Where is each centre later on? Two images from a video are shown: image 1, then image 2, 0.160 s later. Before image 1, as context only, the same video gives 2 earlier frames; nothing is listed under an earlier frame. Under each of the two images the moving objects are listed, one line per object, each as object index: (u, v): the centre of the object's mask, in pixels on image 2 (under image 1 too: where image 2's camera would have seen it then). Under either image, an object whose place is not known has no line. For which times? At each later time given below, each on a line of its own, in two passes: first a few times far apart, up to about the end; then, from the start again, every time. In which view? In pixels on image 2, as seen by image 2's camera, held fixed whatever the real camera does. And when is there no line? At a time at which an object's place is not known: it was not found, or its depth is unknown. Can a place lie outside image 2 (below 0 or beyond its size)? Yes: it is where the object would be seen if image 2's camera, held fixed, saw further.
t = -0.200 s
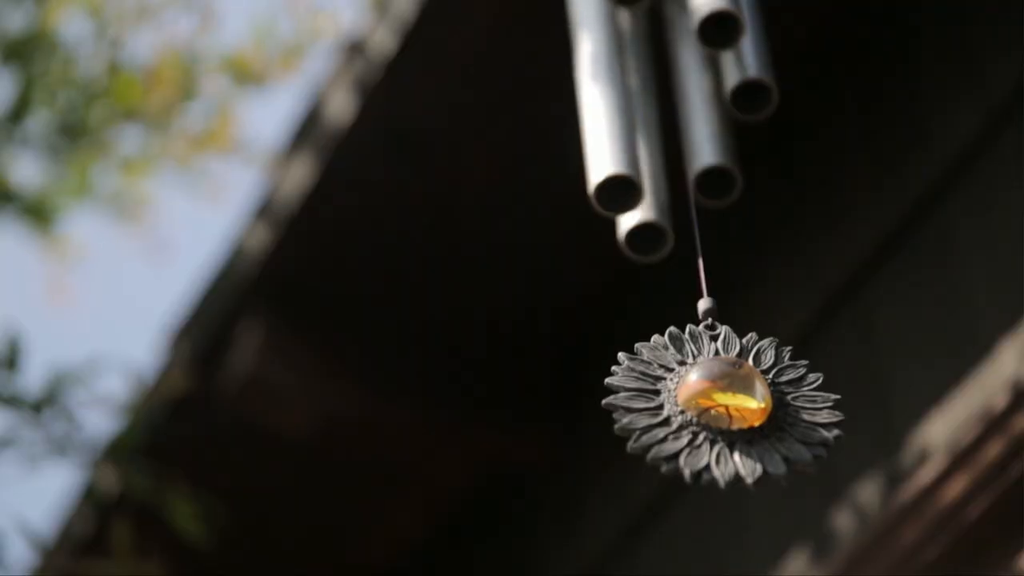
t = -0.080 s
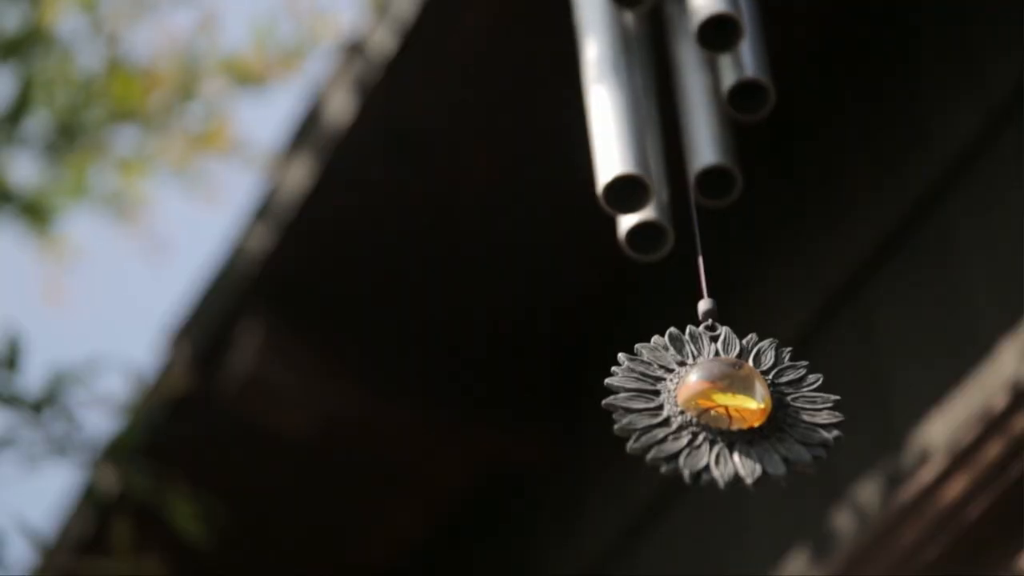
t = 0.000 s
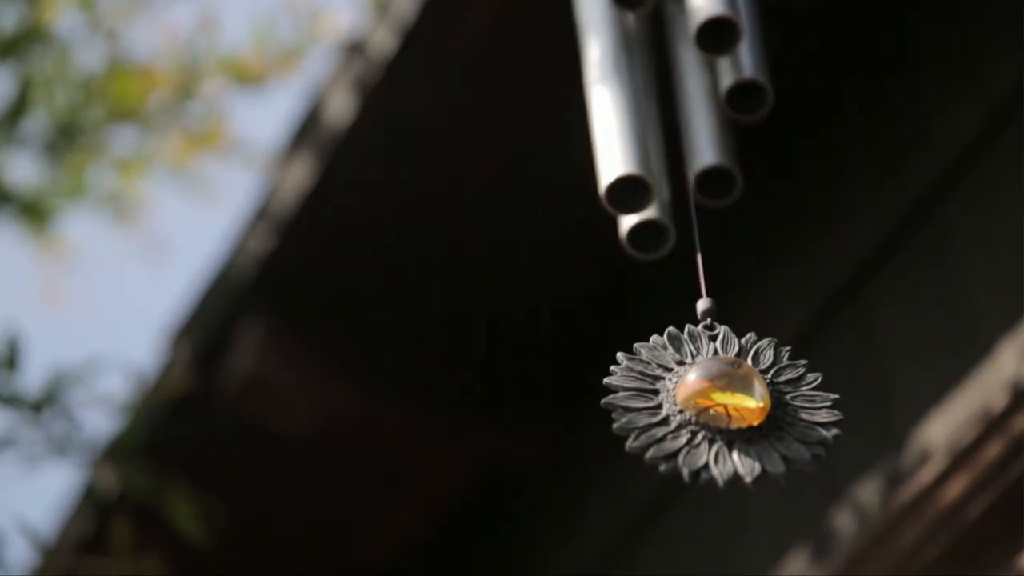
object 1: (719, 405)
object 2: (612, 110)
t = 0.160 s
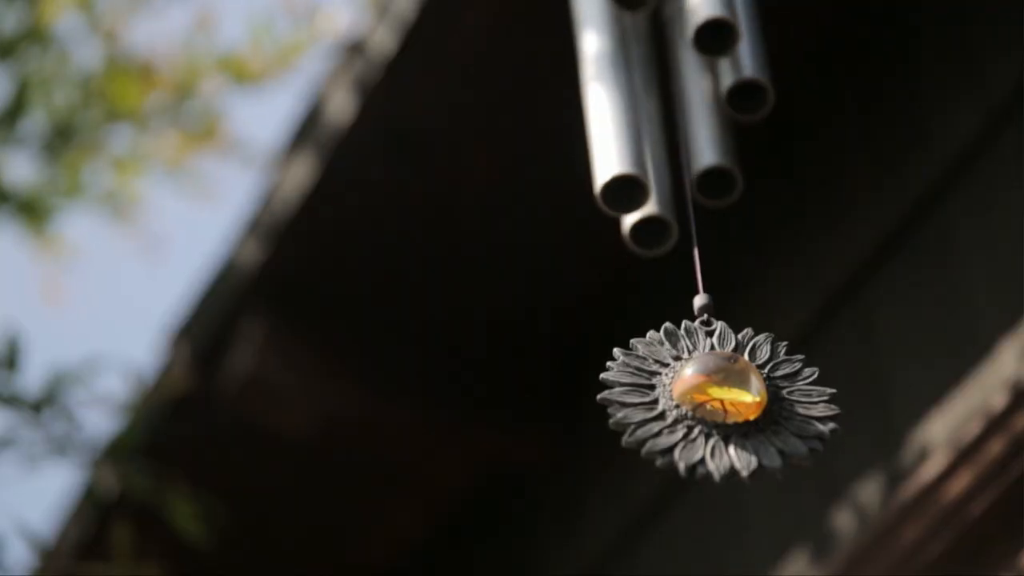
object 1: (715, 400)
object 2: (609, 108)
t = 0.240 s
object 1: (713, 396)
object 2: (604, 108)
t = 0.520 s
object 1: (708, 387)
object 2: (588, 109)
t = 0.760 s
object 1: (710, 388)
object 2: (596, 108)
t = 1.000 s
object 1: (717, 397)
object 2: (612, 108)
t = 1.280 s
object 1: (722, 405)
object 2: (605, 107)
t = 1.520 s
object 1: (719, 401)
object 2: (589, 108)
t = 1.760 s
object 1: (713, 391)
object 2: (593, 107)
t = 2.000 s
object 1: (709, 385)
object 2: (609, 108)
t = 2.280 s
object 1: (714, 390)
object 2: (602, 107)
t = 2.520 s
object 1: (721, 400)
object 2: (591, 108)
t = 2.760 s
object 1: (723, 404)
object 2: (595, 107)
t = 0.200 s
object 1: (714, 398)
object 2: (607, 107)
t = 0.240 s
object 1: (713, 396)
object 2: (604, 108)
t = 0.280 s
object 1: (713, 395)
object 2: (600, 108)
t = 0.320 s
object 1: (712, 393)
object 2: (597, 108)
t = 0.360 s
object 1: (711, 391)
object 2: (594, 109)
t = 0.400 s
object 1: (709, 390)
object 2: (592, 109)
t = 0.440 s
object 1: (709, 389)
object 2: (590, 109)
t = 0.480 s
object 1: (708, 388)
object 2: (588, 109)
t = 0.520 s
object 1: (708, 387)
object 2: (588, 109)
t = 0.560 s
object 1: (708, 386)
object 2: (588, 109)
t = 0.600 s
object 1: (708, 386)
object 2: (588, 109)
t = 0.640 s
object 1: (708, 386)
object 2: (589, 109)
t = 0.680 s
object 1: (708, 386)
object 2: (591, 109)
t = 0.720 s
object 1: (709, 387)
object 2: (593, 108)
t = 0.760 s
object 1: (710, 388)
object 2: (596, 108)
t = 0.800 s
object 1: (710, 389)
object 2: (600, 107)
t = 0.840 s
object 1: (712, 391)
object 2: (603, 108)
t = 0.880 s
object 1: (713, 393)
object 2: (605, 108)
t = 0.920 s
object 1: (714, 394)
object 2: (608, 109)
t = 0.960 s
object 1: (715, 395)
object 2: (611, 108)
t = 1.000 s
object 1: (717, 397)
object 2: (612, 108)
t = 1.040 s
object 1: (718, 399)
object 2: (613, 108)
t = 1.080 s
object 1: (719, 400)
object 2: (613, 108)
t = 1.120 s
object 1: (720, 402)
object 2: (613, 107)
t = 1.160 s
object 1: (720, 403)
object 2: (612, 106)
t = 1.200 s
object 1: (721, 404)
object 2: (610, 106)
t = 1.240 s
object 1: (722, 405)
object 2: (607, 107)
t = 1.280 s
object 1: (722, 405)
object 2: (605, 107)
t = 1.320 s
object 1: (722, 405)
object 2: (602, 107)
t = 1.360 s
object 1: (722, 405)
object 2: (598, 107)
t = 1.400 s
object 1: (722, 404)
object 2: (595, 107)
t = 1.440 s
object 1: (721, 403)
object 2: (593, 108)
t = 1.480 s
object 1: (720, 402)
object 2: (591, 108)
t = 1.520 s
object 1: (719, 401)
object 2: (589, 108)
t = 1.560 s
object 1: (718, 400)
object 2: (588, 108)
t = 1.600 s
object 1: (717, 398)
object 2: (588, 108)
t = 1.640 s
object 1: (716, 396)
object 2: (588, 108)
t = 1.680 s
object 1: (715, 395)
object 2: (589, 108)
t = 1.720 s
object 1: (714, 393)
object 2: (591, 108)
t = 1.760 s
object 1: (713, 391)
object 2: (593, 107)
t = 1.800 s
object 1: (712, 390)
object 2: (596, 107)
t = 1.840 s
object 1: (711, 388)
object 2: (599, 107)
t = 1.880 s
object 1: (710, 387)
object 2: (602, 107)
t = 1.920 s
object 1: (710, 386)
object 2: (605, 107)
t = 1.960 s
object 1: (709, 385)
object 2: (607, 107)
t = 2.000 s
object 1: (709, 385)
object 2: (609, 108)
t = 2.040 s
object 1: (710, 385)
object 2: (611, 107)
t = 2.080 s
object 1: (710, 385)
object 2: (611, 108)
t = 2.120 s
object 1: (710, 386)
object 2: (610, 107)
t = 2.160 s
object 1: (711, 387)
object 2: (609, 106)
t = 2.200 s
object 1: (712, 388)
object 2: (607, 106)
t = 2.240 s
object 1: (713, 389)
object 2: (605, 107)
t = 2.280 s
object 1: (714, 390)
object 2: (602, 107)
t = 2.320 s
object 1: (716, 392)
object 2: (600, 106)
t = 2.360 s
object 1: (717, 394)
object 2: (598, 107)
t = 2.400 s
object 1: (718, 395)
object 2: (595, 107)
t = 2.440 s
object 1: (719, 397)
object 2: (593, 108)
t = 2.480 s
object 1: (721, 399)
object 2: (592, 108)
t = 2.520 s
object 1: (721, 400)
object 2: (591, 108)
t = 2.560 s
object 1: (722, 402)
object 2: (590, 108)
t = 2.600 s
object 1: (723, 403)
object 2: (590, 108)
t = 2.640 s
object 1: (723, 404)
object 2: (590, 108)
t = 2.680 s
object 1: (724, 404)
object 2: (591, 108)
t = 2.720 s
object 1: (724, 404)
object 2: (593, 108)
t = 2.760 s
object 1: (723, 404)
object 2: (595, 107)
